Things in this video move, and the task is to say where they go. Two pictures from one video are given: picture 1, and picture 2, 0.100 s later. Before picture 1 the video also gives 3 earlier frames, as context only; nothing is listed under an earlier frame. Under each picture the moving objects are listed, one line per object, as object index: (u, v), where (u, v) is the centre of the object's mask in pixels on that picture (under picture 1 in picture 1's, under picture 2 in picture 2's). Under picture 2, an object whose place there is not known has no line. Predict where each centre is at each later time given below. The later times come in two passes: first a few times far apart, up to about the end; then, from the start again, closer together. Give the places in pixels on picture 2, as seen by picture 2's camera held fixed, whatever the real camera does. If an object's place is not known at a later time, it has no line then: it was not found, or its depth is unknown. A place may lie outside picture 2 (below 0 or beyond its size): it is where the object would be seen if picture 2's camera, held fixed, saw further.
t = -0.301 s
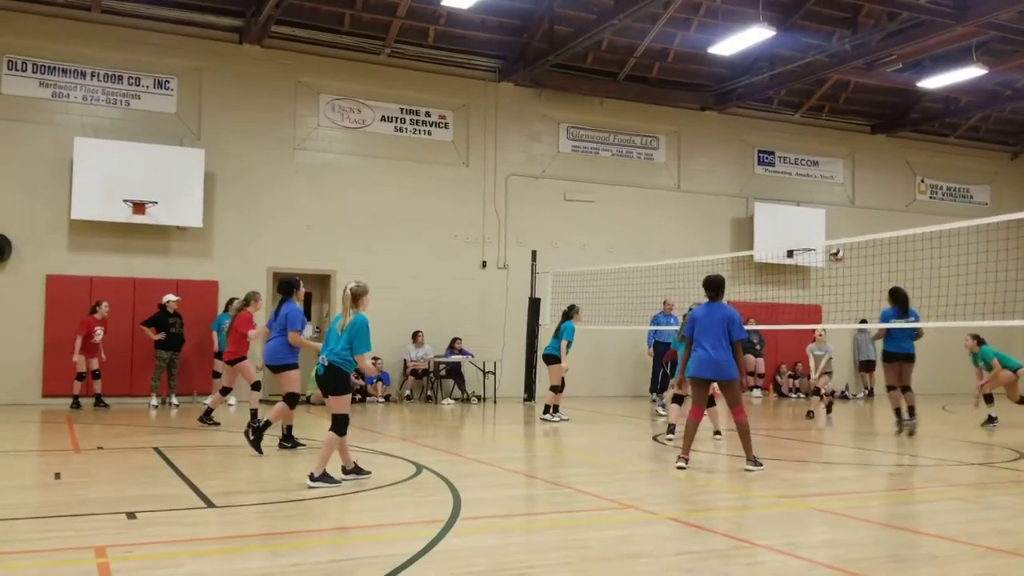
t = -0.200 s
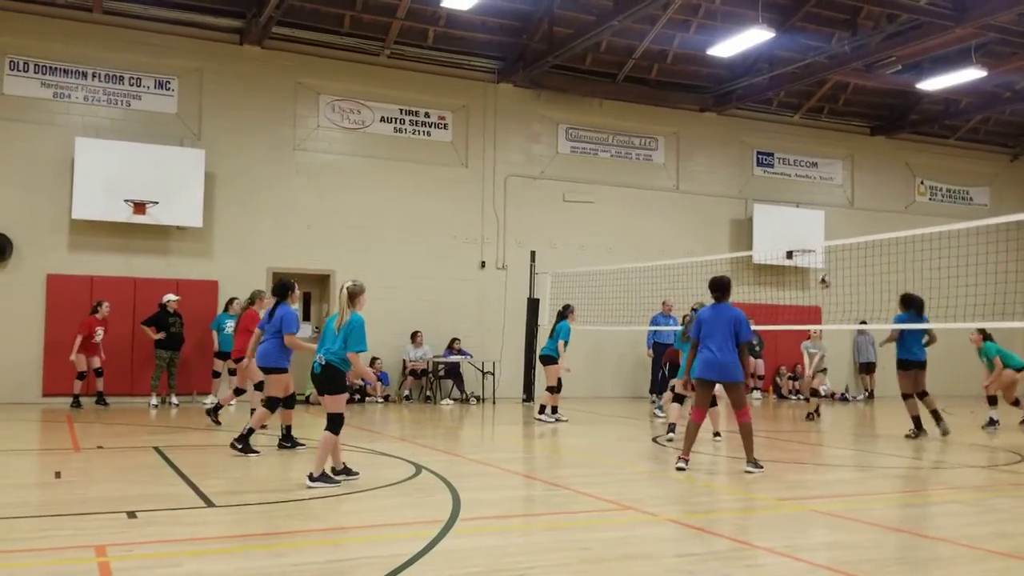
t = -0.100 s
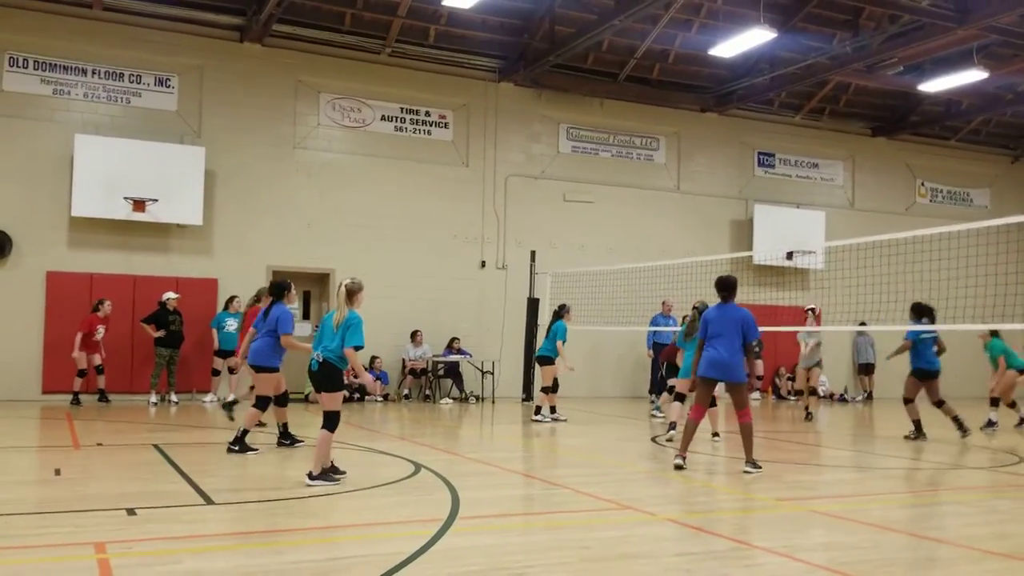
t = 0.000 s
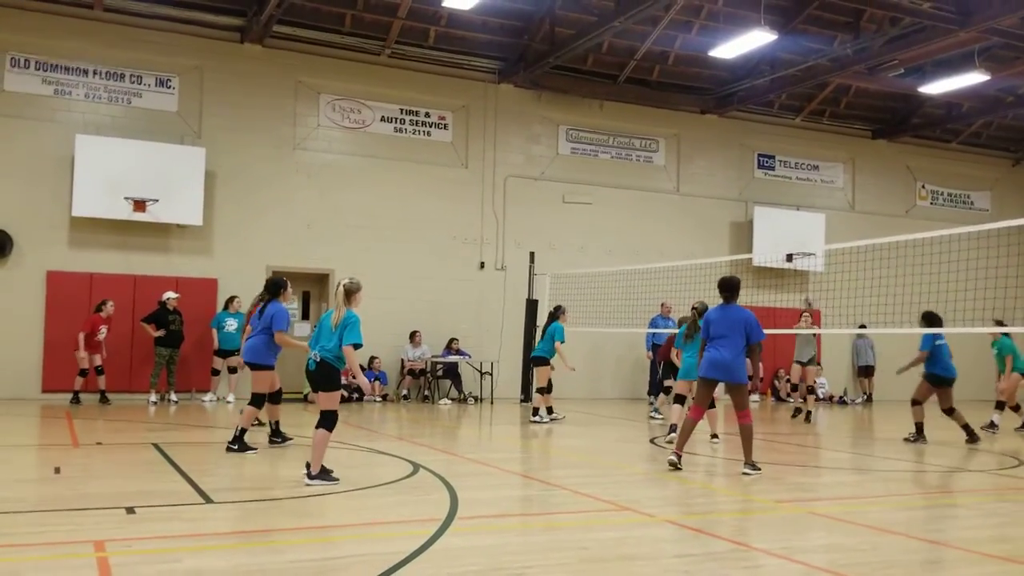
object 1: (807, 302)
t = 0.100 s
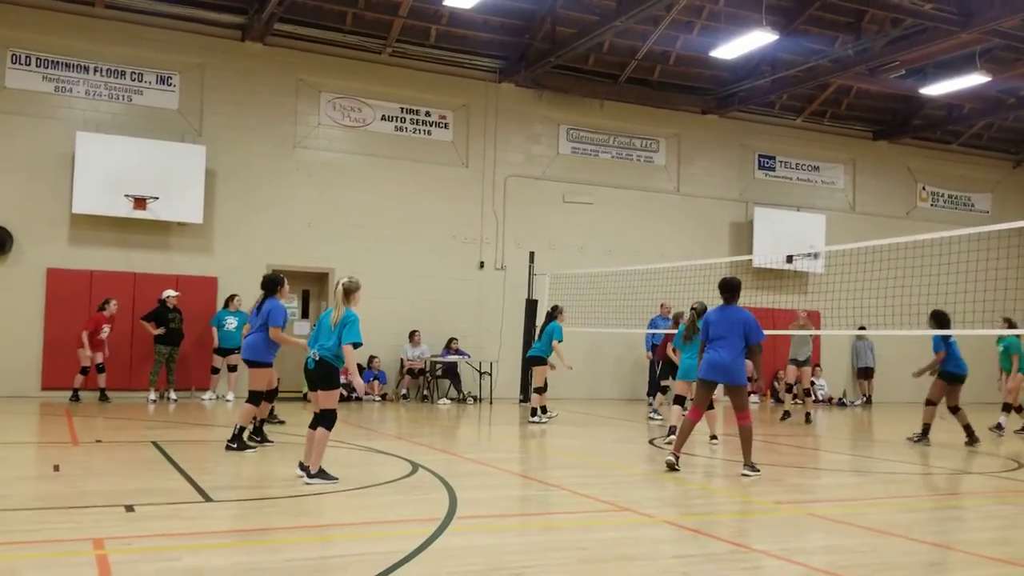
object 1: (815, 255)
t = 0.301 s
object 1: (832, 170)
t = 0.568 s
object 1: (847, 107)
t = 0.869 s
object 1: (863, 91)
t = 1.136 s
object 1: (877, 128)
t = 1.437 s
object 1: (892, 229)
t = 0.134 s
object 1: (817, 237)
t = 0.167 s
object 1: (819, 223)
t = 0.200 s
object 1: (823, 207)
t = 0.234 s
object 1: (826, 193)
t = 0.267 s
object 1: (828, 181)
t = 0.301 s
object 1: (832, 170)
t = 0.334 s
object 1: (834, 158)
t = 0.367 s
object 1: (836, 149)
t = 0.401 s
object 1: (838, 140)
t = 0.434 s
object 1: (840, 131)
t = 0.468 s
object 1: (841, 124)
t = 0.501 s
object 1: (843, 117)
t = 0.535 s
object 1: (845, 112)
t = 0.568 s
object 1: (847, 107)
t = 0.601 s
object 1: (849, 102)
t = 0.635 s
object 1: (851, 98)
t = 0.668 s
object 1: (853, 95)
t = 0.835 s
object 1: (862, 90)
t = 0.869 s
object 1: (863, 91)
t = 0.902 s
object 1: (865, 93)
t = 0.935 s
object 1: (866, 96)
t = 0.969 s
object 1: (868, 99)
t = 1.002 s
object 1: (870, 104)
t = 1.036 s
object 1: (872, 109)
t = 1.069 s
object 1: (874, 115)
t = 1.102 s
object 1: (875, 121)
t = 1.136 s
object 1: (877, 128)
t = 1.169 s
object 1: (879, 136)
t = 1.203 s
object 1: (880, 145)
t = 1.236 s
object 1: (882, 155)
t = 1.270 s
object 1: (884, 166)
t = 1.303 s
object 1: (886, 177)
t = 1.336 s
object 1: (888, 188)
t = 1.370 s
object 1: (889, 202)
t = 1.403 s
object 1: (891, 215)
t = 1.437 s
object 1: (892, 229)
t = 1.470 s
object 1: (894, 245)
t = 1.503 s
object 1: (894, 262)
